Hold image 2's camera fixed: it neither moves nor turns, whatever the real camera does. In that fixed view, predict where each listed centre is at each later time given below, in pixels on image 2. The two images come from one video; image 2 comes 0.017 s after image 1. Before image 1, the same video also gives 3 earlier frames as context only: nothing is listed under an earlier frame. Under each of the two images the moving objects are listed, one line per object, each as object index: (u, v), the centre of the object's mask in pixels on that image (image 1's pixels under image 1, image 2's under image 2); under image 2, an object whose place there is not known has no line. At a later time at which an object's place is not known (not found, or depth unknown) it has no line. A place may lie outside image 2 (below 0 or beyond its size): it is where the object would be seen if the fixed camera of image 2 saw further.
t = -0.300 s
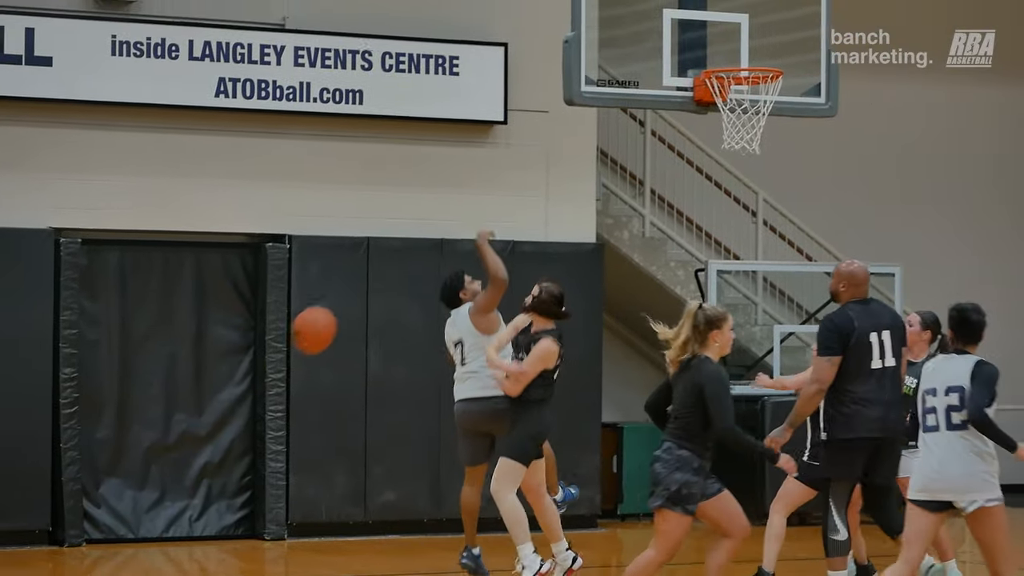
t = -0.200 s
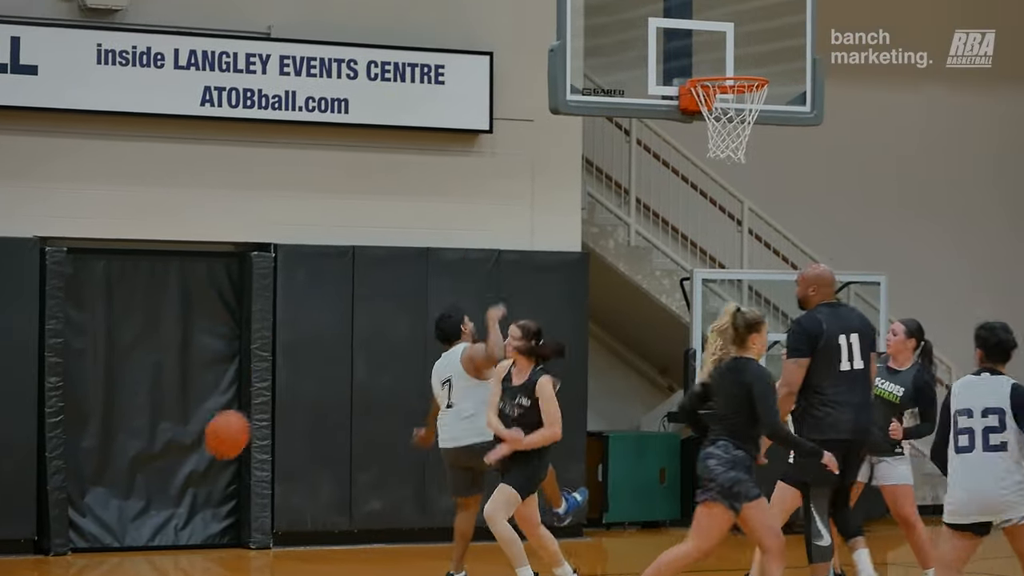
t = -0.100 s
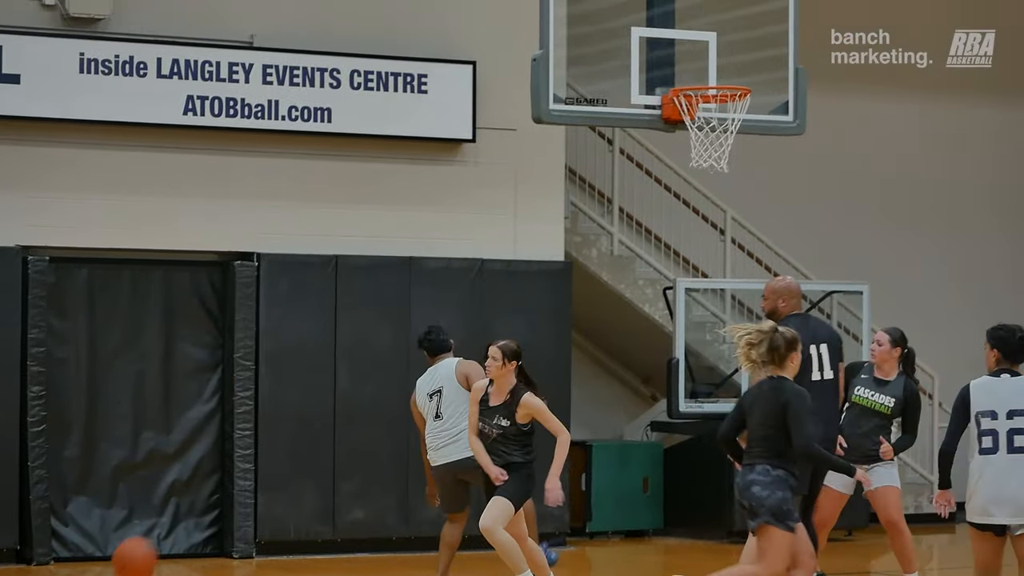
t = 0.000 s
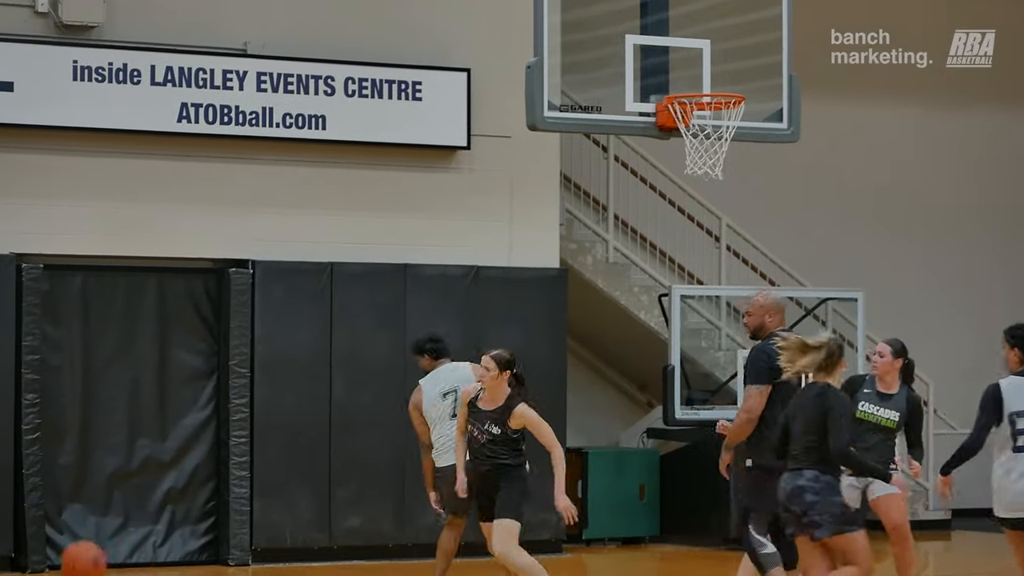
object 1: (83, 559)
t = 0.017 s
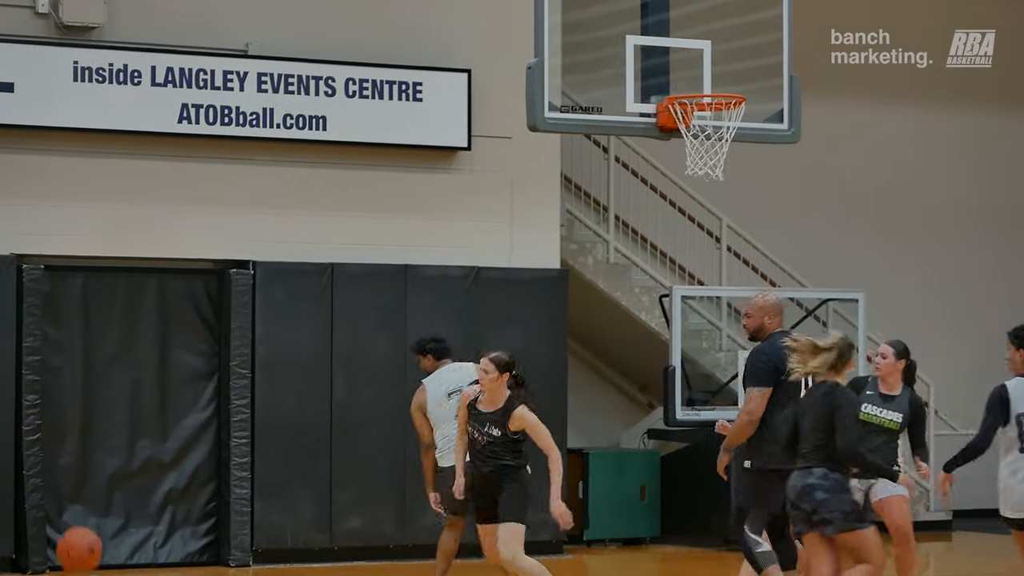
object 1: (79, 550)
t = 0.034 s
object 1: (74, 536)
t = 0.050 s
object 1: (69, 523)
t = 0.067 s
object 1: (64, 510)
